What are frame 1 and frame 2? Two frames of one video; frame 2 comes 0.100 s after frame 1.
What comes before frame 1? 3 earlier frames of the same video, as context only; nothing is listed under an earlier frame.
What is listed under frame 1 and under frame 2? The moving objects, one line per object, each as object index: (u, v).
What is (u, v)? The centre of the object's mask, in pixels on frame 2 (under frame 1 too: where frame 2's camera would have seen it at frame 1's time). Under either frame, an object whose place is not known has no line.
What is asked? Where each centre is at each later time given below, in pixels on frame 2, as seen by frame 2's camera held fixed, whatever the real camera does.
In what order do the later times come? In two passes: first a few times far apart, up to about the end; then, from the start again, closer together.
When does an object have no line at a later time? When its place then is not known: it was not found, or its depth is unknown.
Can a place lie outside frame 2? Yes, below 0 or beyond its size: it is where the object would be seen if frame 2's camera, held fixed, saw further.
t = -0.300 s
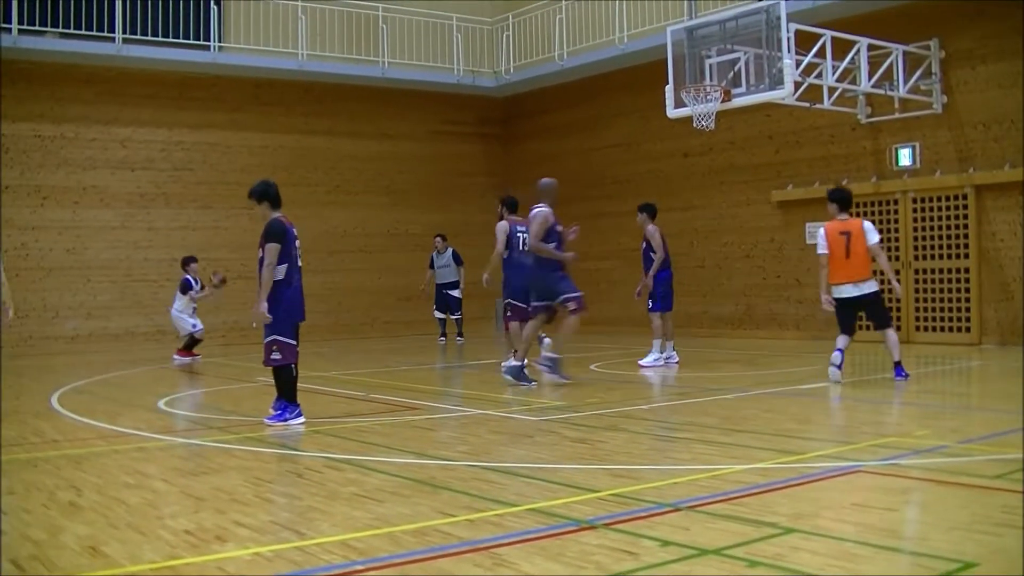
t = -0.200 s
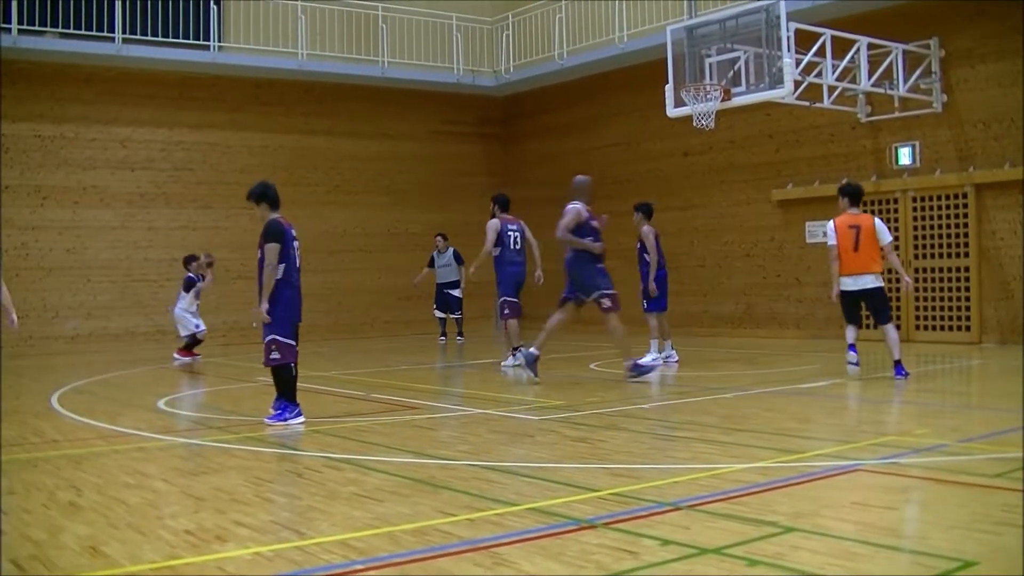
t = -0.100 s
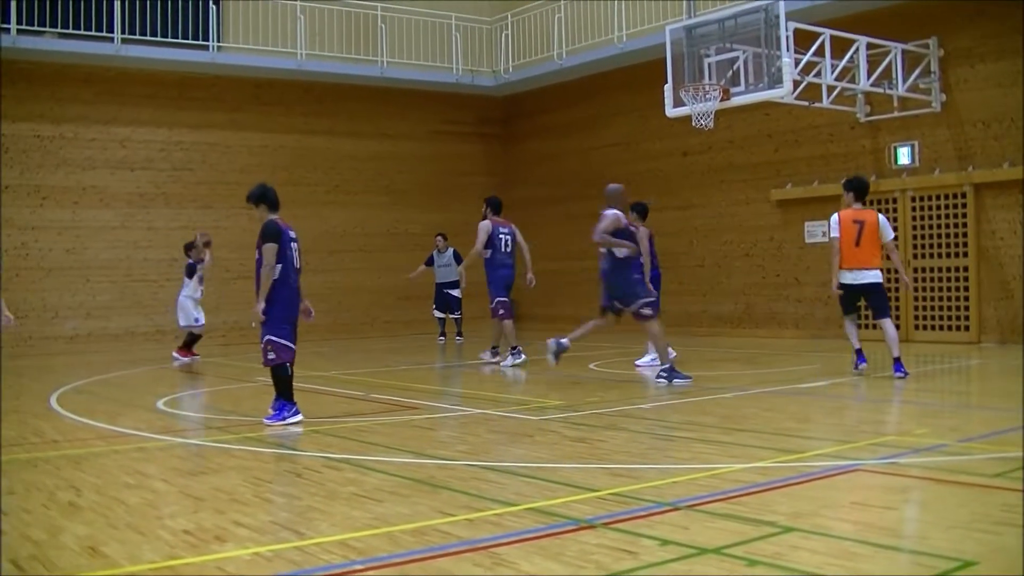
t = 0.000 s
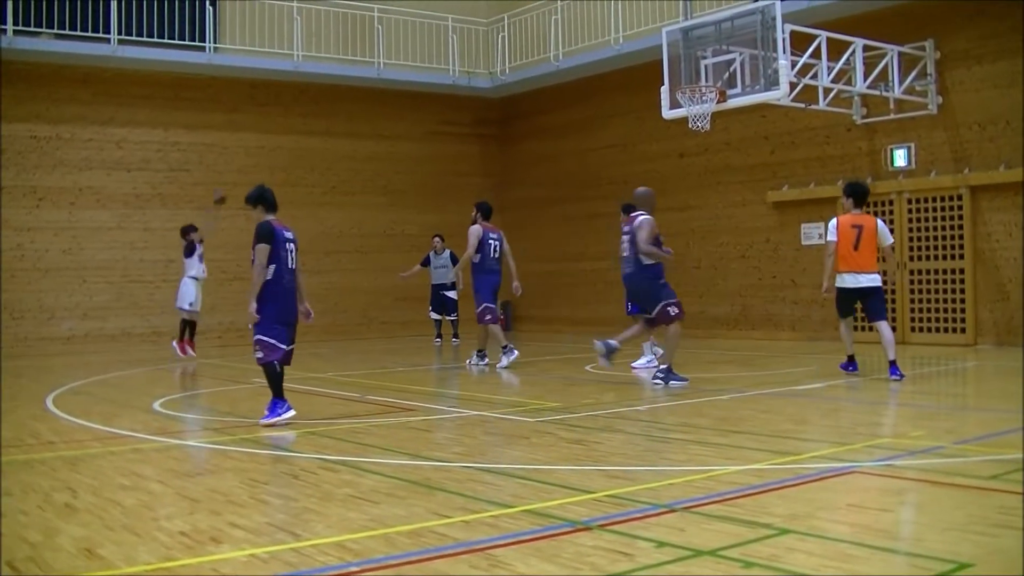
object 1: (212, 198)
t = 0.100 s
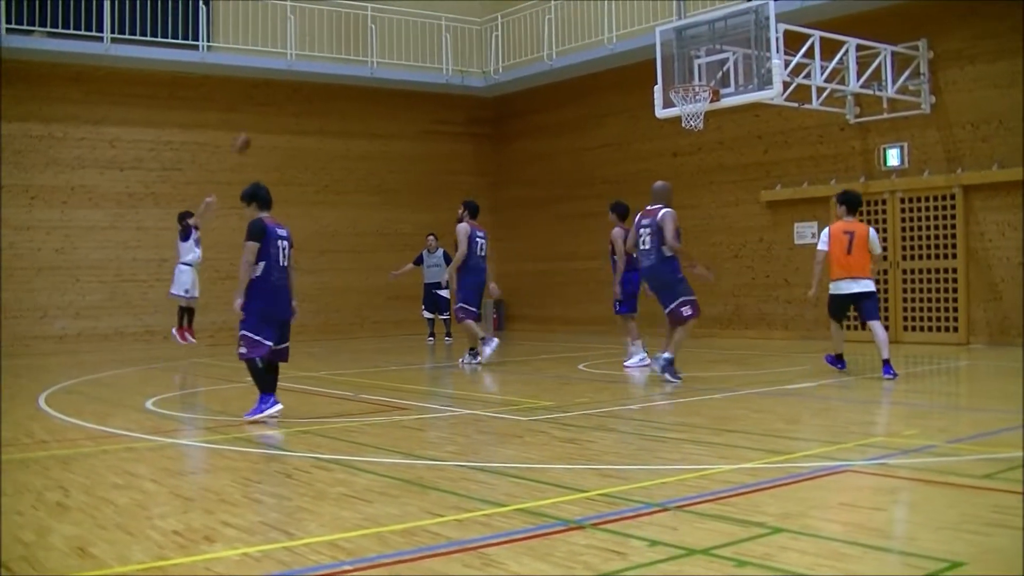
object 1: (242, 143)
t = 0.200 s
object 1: (274, 95)
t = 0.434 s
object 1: (352, 15)
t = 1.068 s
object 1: (589, -4)
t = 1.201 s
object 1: (645, 30)
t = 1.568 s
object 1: (653, 40)
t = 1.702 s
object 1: (621, 34)
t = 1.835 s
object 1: (588, 45)
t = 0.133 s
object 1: (252, 128)
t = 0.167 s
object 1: (263, 111)
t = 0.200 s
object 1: (274, 95)
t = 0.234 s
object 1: (284, 80)
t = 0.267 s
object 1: (296, 71)
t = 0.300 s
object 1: (307, 59)
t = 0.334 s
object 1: (318, 46)
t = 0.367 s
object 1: (330, 35)
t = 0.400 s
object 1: (341, 24)
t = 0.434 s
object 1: (352, 15)
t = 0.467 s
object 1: (364, 6)
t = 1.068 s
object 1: (589, -4)
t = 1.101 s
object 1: (603, -1)
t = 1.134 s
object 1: (617, 8)
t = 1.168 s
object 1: (632, 20)
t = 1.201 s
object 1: (645, 30)
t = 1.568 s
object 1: (653, 40)
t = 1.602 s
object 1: (645, 37)
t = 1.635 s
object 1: (638, 36)
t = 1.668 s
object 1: (629, 34)
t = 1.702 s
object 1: (621, 34)
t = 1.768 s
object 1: (605, 38)
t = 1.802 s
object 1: (597, 40)
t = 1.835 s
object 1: (588, 45)
